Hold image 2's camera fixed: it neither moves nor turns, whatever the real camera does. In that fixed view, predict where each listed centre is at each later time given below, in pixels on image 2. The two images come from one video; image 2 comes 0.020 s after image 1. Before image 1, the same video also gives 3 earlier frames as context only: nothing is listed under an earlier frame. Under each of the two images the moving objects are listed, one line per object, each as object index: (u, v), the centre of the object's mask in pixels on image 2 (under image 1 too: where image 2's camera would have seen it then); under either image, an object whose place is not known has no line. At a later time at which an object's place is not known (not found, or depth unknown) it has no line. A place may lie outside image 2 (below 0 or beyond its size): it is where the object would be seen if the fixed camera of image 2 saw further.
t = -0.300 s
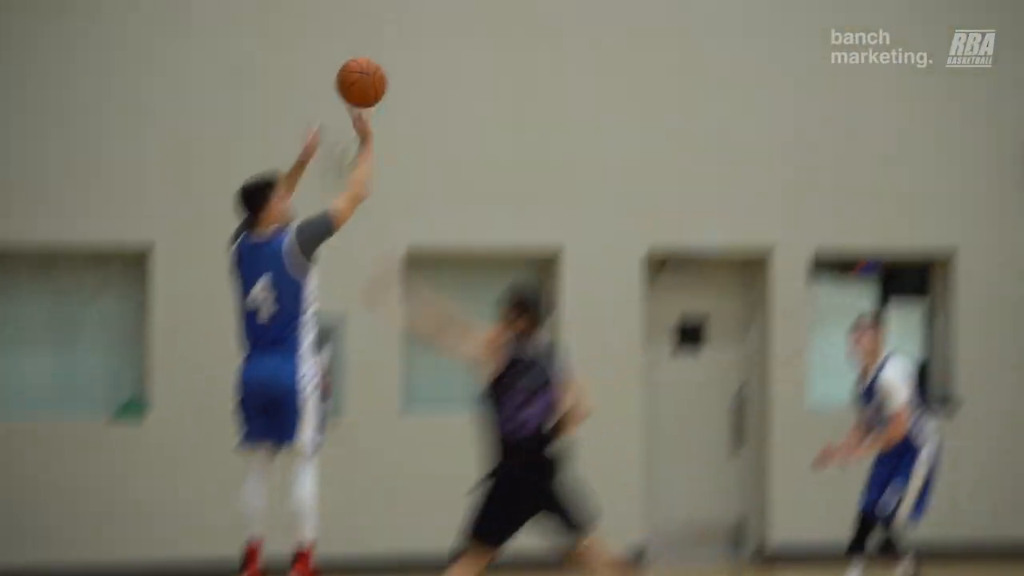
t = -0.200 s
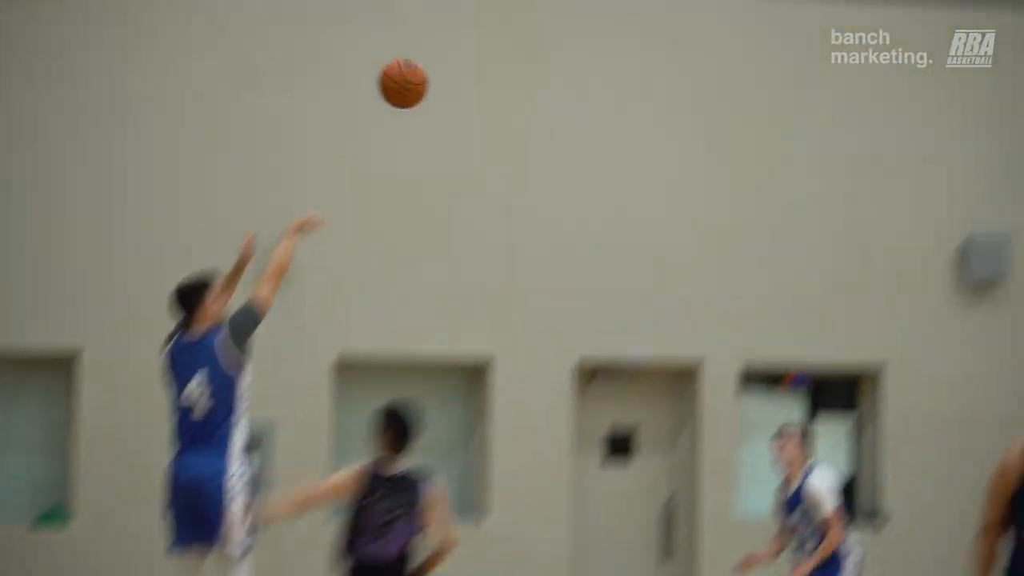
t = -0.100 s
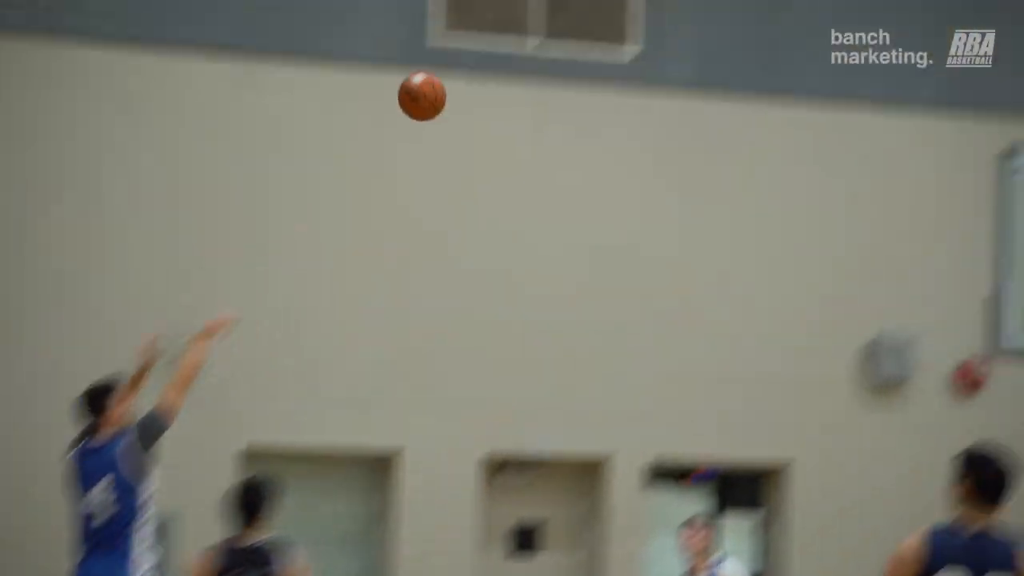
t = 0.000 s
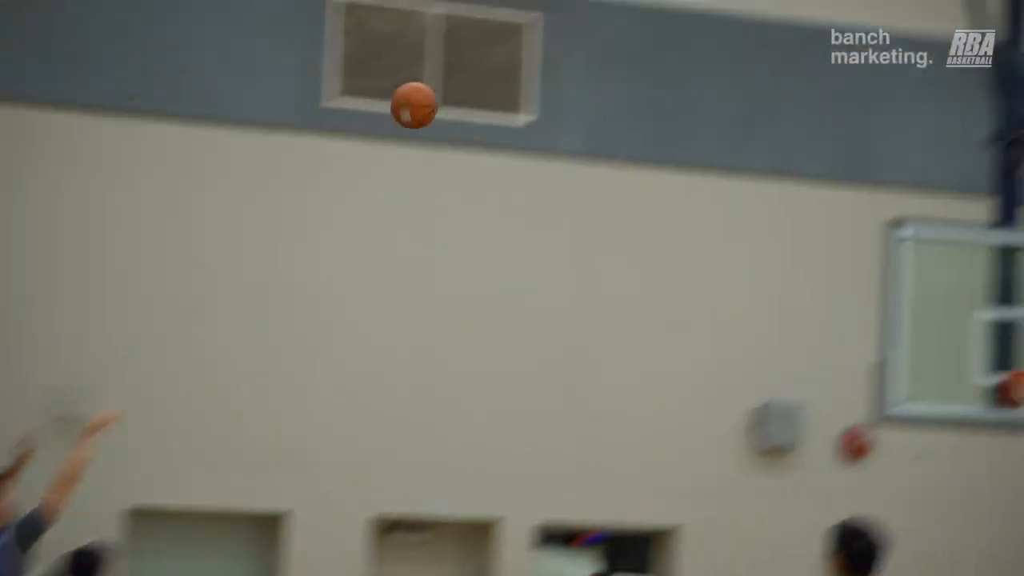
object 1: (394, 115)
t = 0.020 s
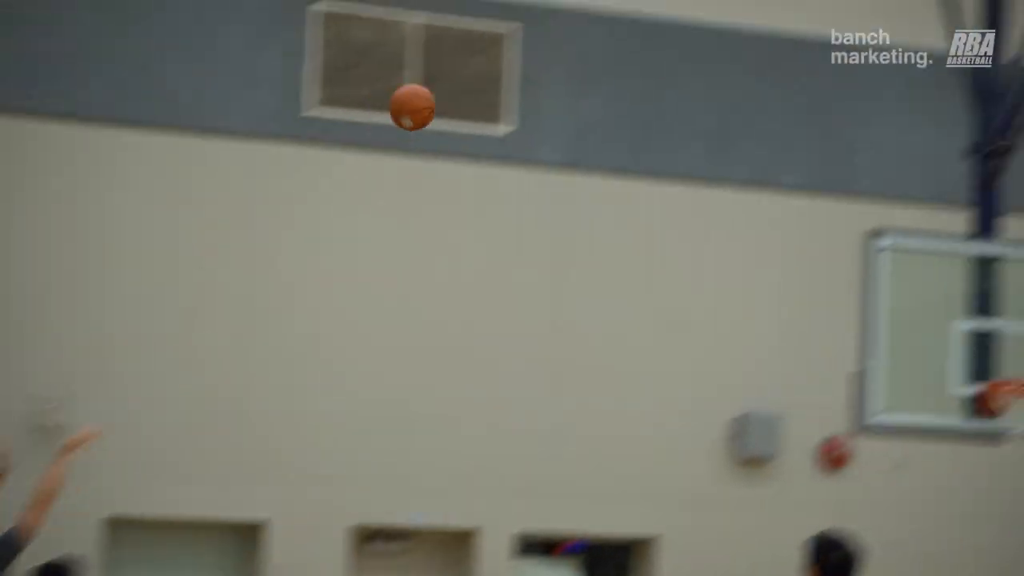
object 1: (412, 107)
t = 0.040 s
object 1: (429, 100)
